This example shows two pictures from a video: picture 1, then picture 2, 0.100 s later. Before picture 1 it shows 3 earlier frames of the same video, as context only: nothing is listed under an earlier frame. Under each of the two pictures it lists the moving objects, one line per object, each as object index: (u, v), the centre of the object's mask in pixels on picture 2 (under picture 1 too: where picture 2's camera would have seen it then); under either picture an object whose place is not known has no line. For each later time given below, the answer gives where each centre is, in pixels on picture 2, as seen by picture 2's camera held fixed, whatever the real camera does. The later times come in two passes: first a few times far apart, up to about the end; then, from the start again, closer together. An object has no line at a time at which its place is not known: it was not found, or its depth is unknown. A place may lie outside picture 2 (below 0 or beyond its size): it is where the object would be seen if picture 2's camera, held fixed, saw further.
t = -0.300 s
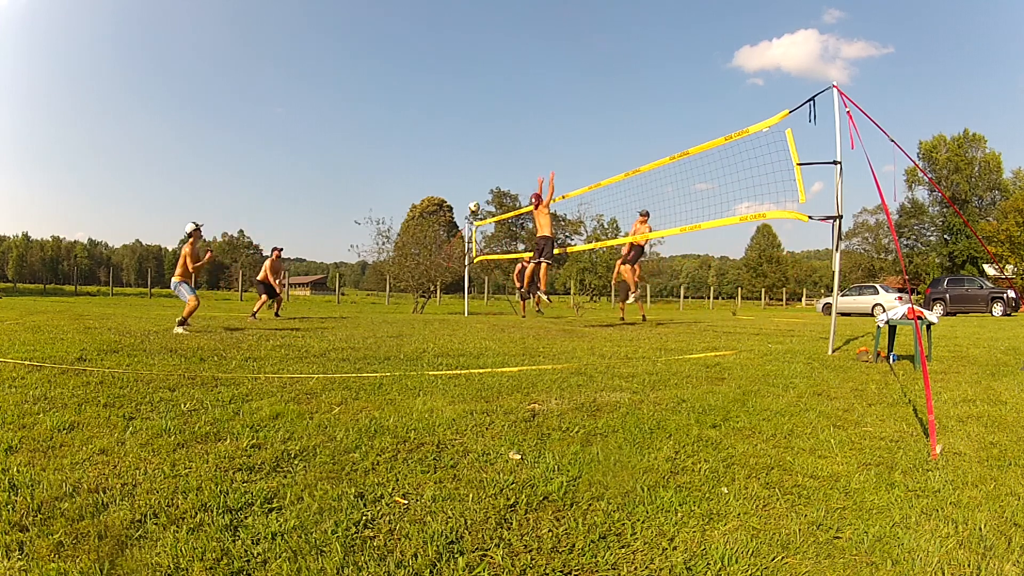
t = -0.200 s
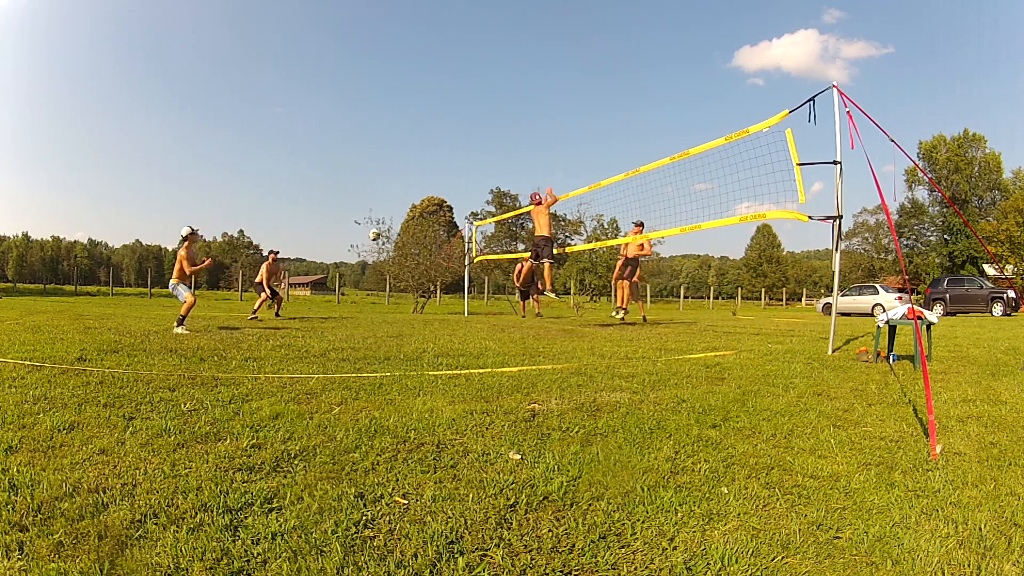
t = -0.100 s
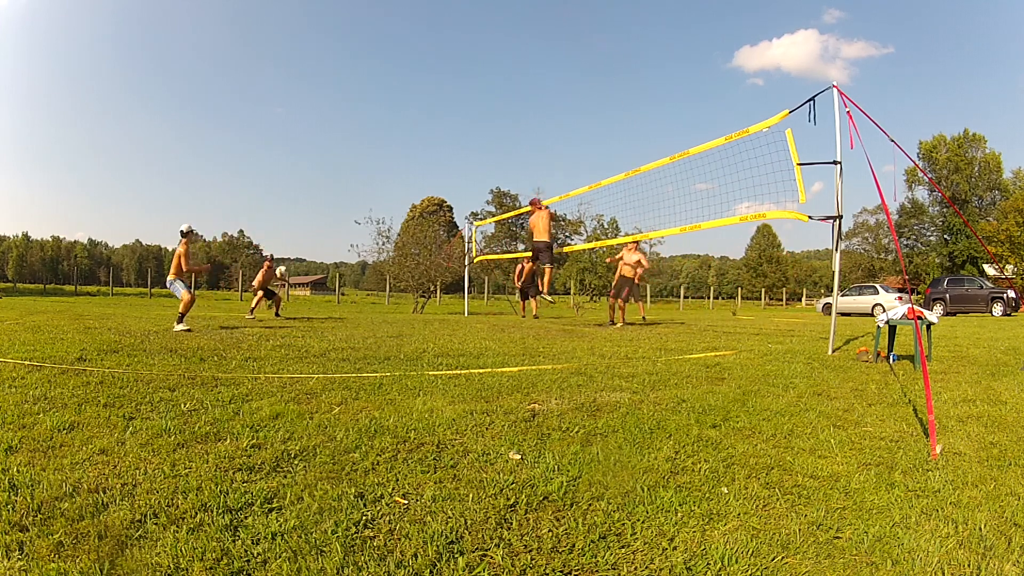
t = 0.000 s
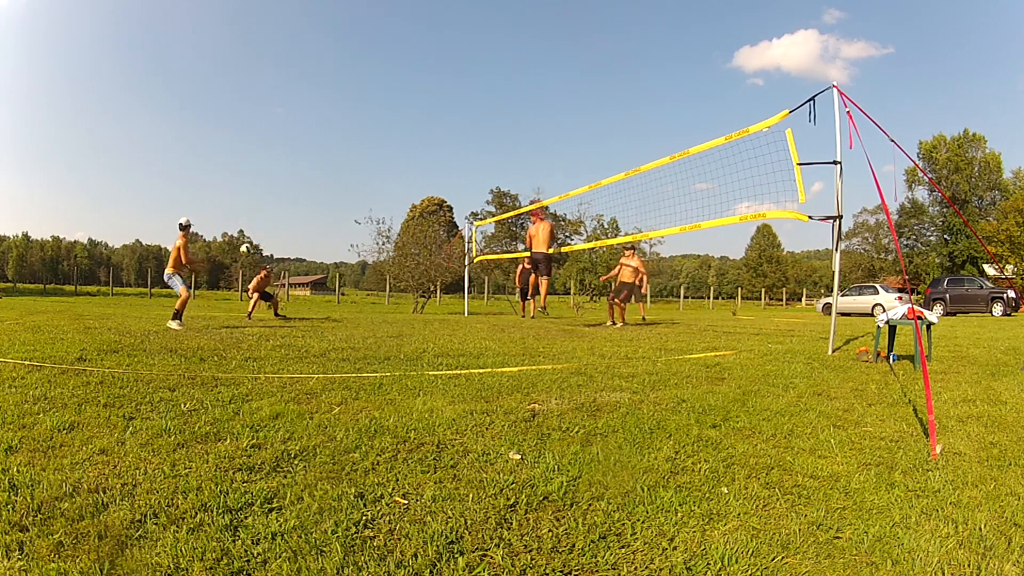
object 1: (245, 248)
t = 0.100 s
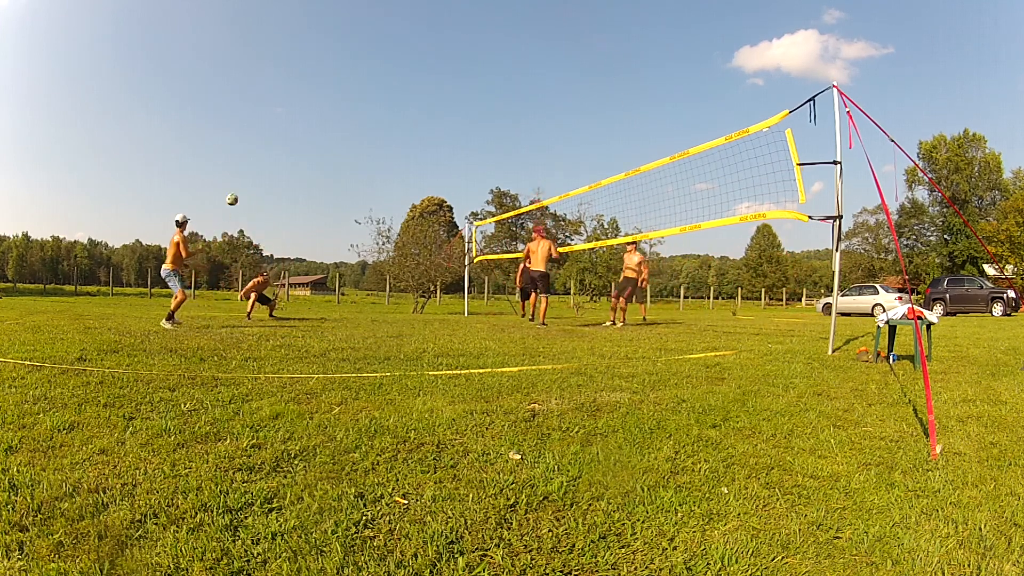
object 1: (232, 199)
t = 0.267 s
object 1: (210, 125)
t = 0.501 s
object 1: (177, 47)
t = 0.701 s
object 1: (145, 5)
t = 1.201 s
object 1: (33, 3)
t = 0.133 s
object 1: (227, 183)
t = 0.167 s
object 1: (223, 168)
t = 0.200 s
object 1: (219, 153)
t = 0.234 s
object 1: (214, 139)
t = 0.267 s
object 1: (210, 125)
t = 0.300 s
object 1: (205, 112)
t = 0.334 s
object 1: (201, 99)
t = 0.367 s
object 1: (196, 87)
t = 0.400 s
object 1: (191, 76)
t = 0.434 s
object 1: (186, 66)
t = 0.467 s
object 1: (182, 56)
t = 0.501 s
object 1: (177, 47)
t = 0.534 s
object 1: (172, 38)
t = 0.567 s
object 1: (167, 30)
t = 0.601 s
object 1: (162, 22)
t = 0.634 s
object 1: (157, 16)
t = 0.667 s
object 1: (151, 9)
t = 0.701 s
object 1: (145, 5)
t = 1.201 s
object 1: (33, 3)
